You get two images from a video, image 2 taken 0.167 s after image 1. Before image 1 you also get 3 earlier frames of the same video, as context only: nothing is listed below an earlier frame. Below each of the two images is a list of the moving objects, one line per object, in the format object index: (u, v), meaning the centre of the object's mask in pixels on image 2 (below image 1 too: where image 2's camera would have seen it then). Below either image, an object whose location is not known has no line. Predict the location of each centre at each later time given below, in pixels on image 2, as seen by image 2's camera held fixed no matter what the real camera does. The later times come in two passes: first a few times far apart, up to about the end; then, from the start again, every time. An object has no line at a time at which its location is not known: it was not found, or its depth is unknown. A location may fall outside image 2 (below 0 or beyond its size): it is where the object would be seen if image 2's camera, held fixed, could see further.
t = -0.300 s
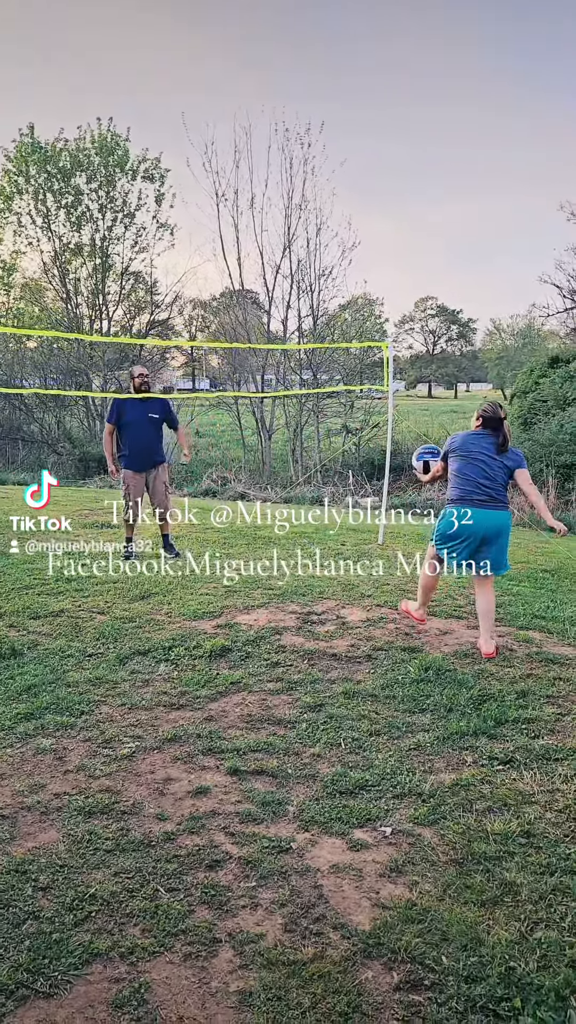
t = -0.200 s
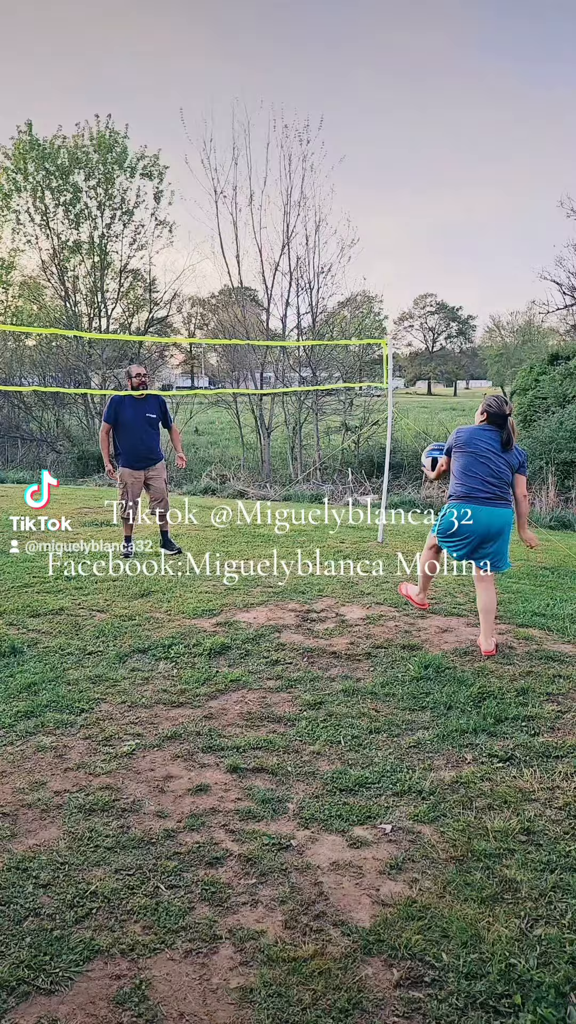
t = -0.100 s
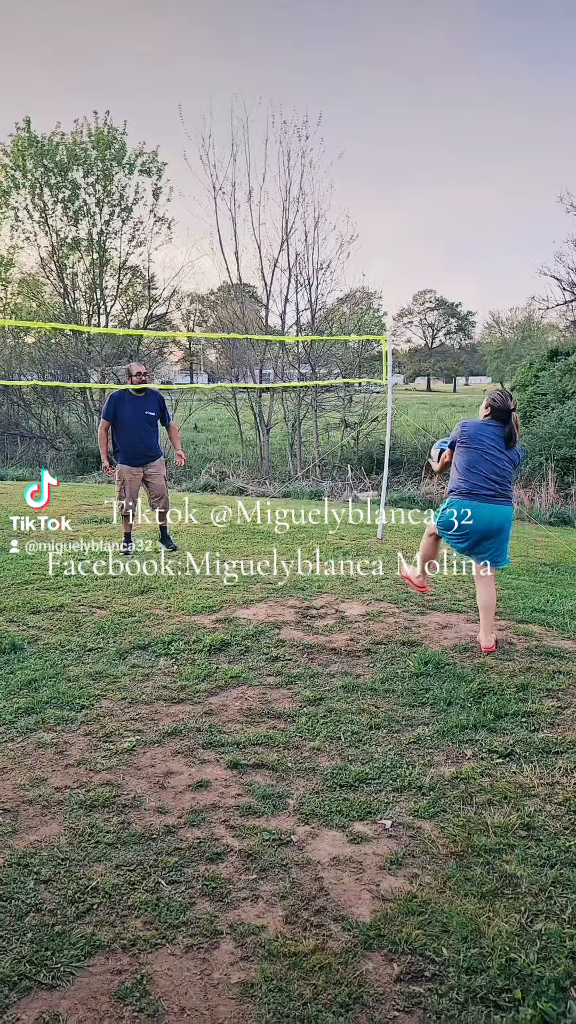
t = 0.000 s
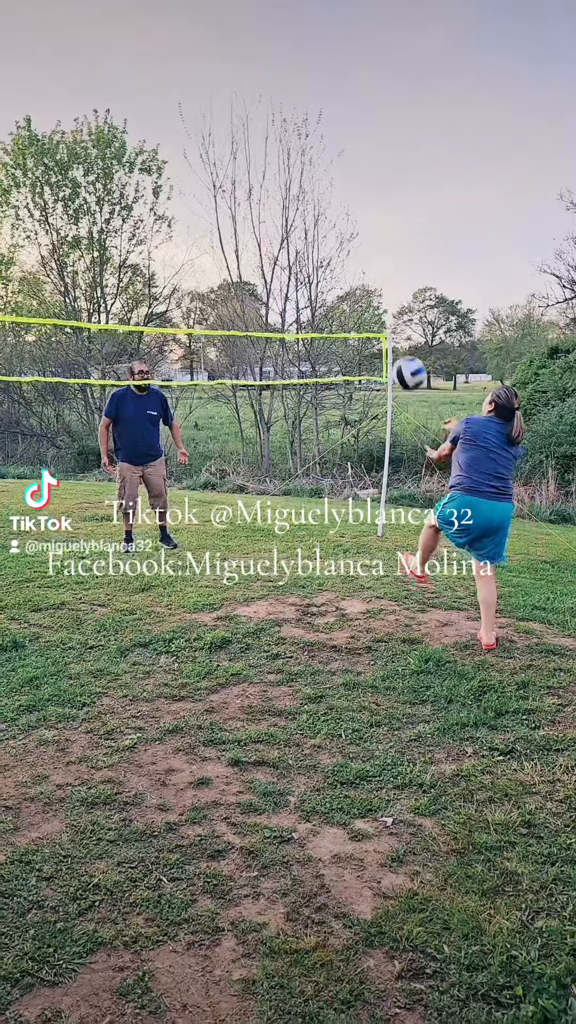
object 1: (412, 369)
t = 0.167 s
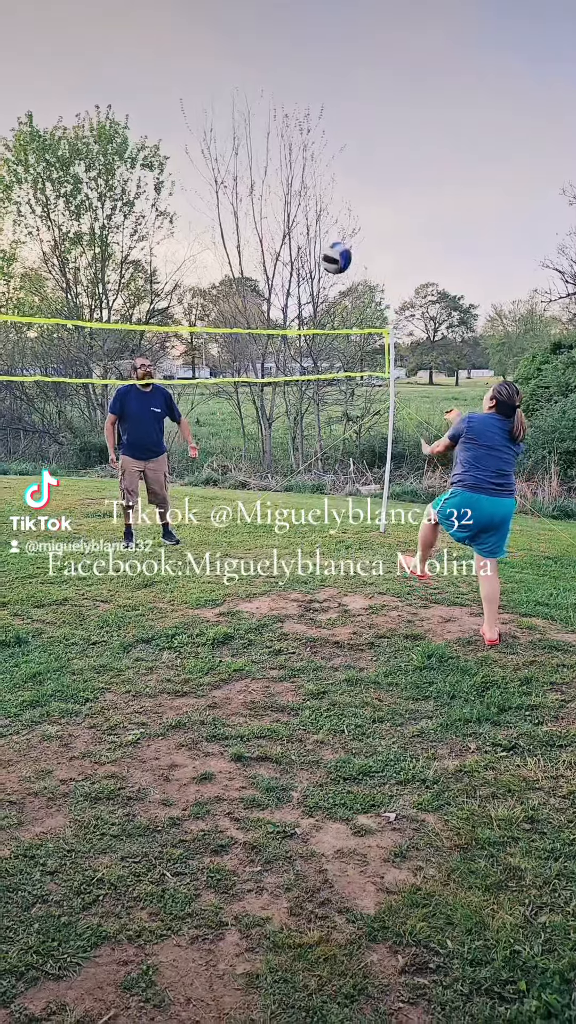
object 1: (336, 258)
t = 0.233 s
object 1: (309, 229)
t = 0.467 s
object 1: (226, 186)
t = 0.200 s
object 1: (322, 242)
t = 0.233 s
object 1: (309, 229)
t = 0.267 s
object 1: (296, 217)
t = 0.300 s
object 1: (283, 207)
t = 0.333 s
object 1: (272, 199)
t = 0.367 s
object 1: (259, 193)
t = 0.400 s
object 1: (248, 189)
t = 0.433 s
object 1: (237, 186)
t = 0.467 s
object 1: (226, 186)
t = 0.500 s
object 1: (216, 187)
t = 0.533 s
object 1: (206, 189)
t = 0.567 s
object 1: (196, 193)
